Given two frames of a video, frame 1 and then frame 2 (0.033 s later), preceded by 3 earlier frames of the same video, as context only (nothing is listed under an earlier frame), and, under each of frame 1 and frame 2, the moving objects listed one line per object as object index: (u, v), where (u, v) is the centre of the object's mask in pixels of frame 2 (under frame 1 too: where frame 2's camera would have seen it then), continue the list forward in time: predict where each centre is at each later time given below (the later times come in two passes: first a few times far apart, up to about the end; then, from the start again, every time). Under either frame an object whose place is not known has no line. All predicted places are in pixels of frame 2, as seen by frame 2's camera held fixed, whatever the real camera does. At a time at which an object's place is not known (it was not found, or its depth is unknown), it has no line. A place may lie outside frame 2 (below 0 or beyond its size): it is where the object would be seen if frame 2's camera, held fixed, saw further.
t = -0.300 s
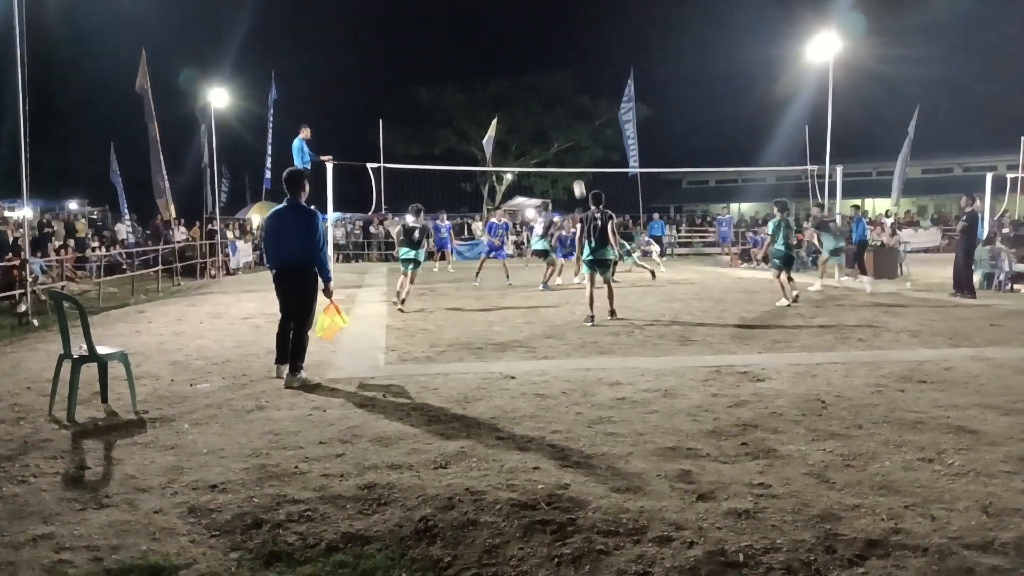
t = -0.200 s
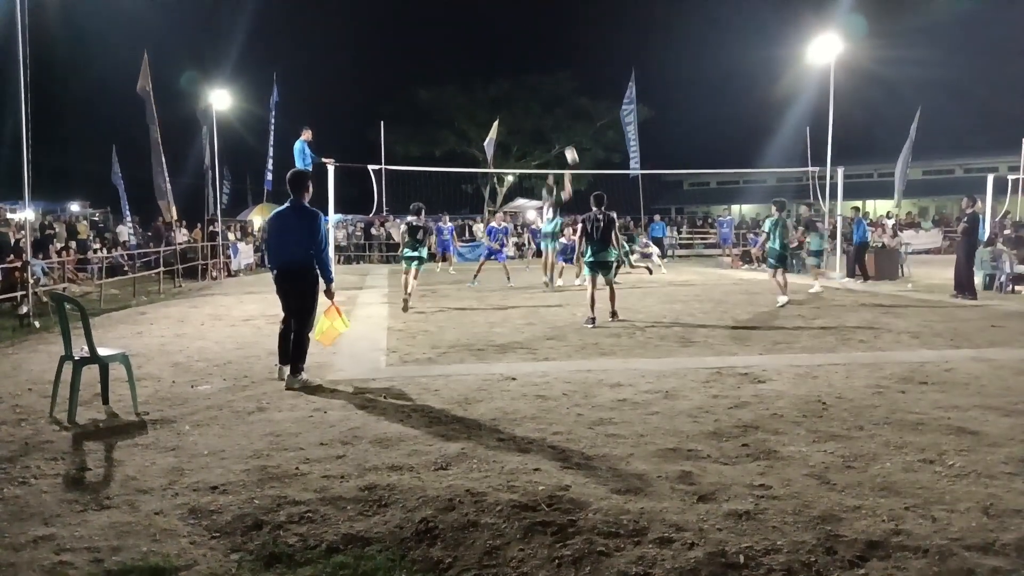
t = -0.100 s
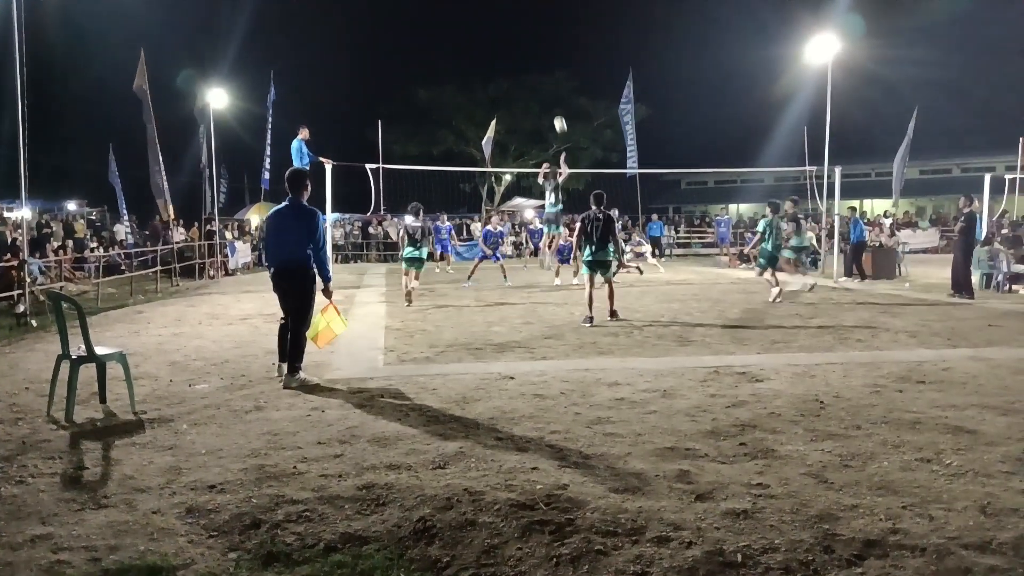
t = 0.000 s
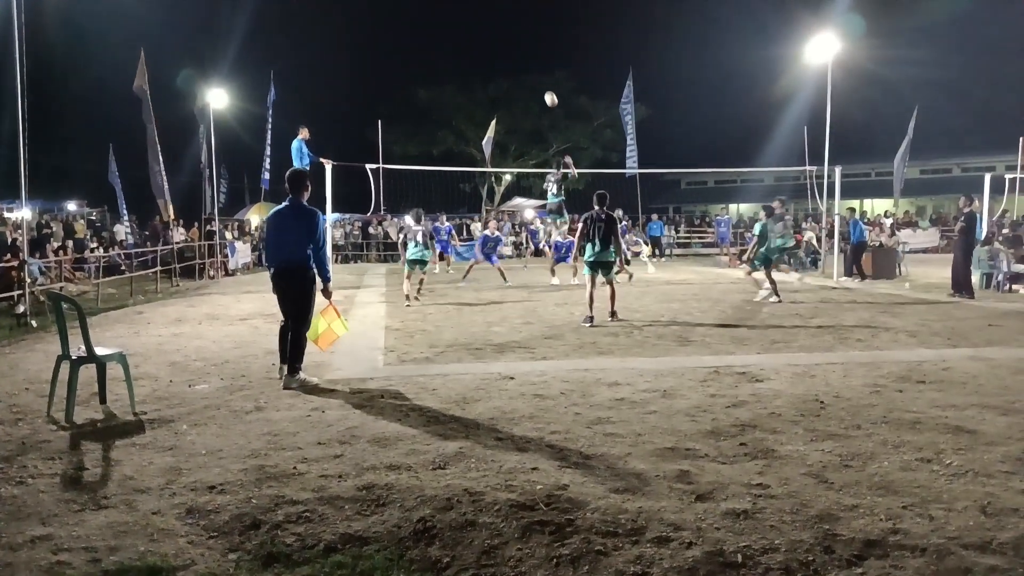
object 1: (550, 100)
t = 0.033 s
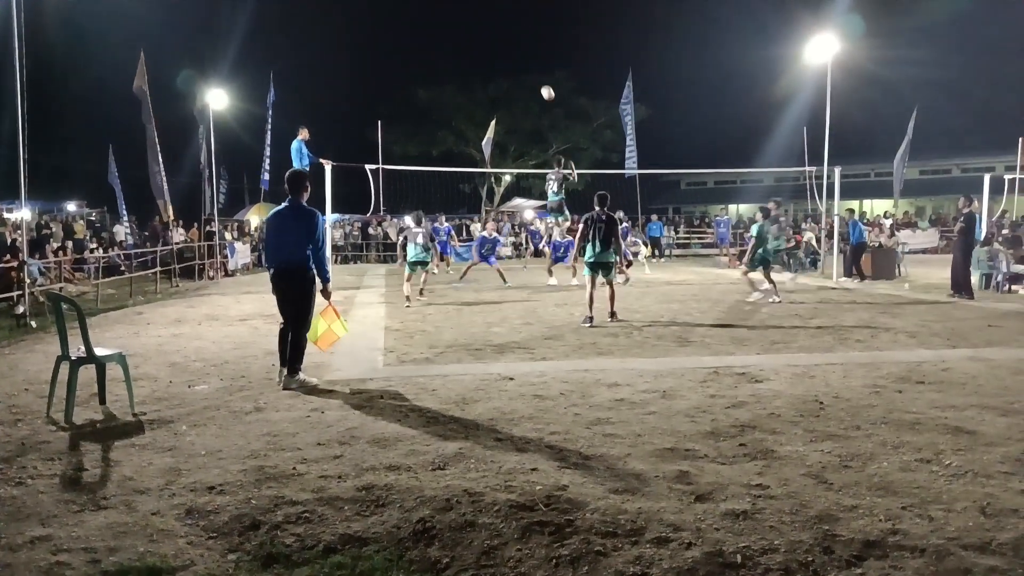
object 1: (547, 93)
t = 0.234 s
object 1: (529, 61)
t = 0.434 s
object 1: (510, 50)
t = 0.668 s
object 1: (489, 63)
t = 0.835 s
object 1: (474, 90)
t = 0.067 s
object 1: (544, 86)
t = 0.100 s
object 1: (541, 80)
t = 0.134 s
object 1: (538, 74)
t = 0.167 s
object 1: (535, 69)
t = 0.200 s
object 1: (532, 65)
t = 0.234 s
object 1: (529, 61)
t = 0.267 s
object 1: (526, 58)
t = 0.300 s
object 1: (522, 55)
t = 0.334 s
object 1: (519, 53)
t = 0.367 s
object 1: (516, 52)
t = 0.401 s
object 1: (513, 51)
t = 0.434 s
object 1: (510, 50)
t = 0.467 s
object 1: (507, 51)
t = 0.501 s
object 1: (504, 51)
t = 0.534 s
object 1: (501, 52)
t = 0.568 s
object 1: (498, 54)
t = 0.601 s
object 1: (495, 57)
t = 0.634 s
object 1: (492, 60)
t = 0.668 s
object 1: (489, 63)
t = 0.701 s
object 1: (485, 68)
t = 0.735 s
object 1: (483, 72)
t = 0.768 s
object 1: (480, 78)
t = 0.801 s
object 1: (477, 84)
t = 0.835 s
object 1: (474, 90)
